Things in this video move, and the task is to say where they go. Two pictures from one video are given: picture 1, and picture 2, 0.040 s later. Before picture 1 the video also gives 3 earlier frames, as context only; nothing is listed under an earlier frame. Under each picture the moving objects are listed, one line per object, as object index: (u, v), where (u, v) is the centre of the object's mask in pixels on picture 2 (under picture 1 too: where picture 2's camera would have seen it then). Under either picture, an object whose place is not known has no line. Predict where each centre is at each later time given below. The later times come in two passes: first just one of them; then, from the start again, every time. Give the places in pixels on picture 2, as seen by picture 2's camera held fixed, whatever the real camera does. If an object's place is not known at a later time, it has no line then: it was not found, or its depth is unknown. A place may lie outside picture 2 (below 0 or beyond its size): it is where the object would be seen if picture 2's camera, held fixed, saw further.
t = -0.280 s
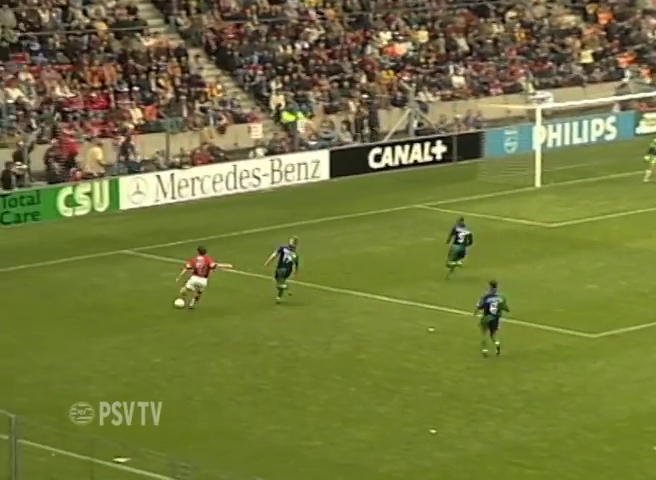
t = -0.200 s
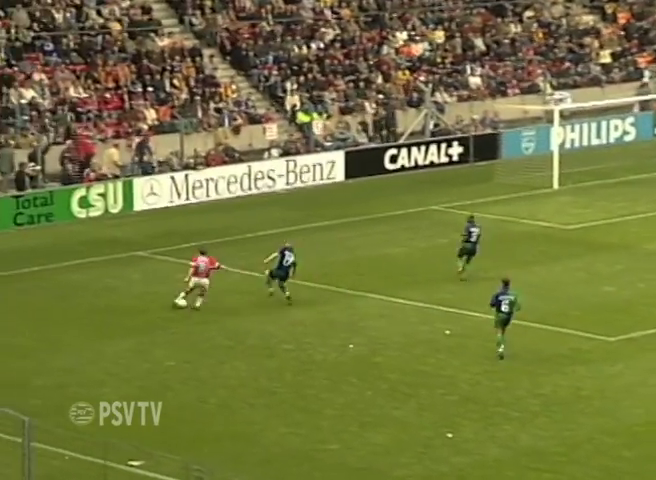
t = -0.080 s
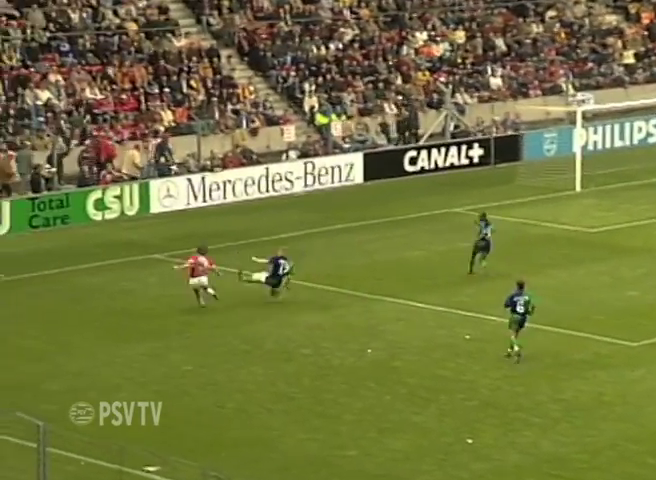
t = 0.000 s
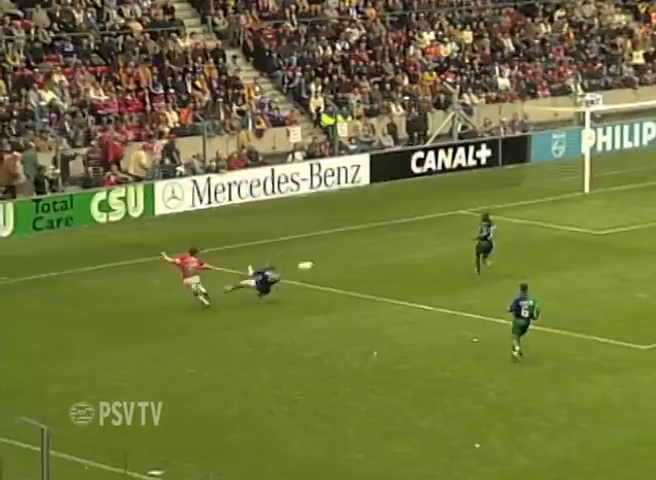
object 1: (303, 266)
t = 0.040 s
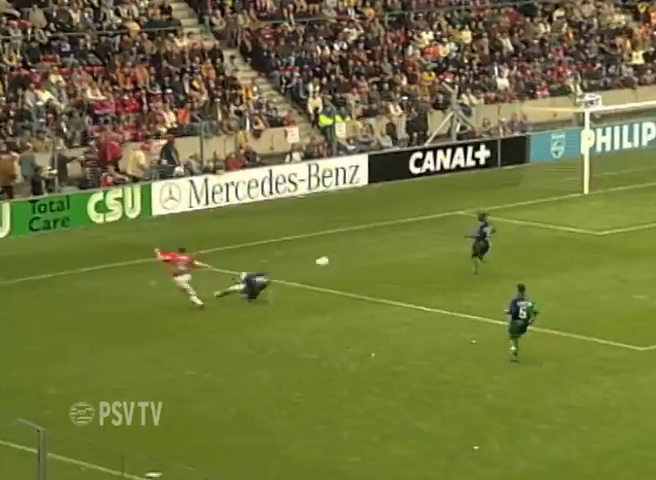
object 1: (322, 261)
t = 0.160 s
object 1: (377, 248)
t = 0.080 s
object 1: (341, 257)
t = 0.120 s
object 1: (359, 252)
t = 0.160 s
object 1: (377, 248)
